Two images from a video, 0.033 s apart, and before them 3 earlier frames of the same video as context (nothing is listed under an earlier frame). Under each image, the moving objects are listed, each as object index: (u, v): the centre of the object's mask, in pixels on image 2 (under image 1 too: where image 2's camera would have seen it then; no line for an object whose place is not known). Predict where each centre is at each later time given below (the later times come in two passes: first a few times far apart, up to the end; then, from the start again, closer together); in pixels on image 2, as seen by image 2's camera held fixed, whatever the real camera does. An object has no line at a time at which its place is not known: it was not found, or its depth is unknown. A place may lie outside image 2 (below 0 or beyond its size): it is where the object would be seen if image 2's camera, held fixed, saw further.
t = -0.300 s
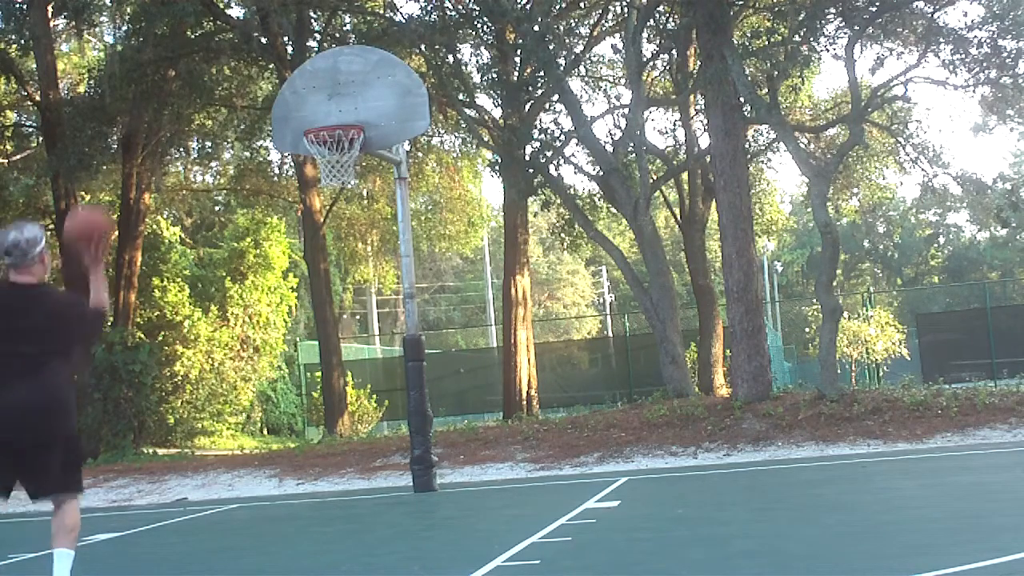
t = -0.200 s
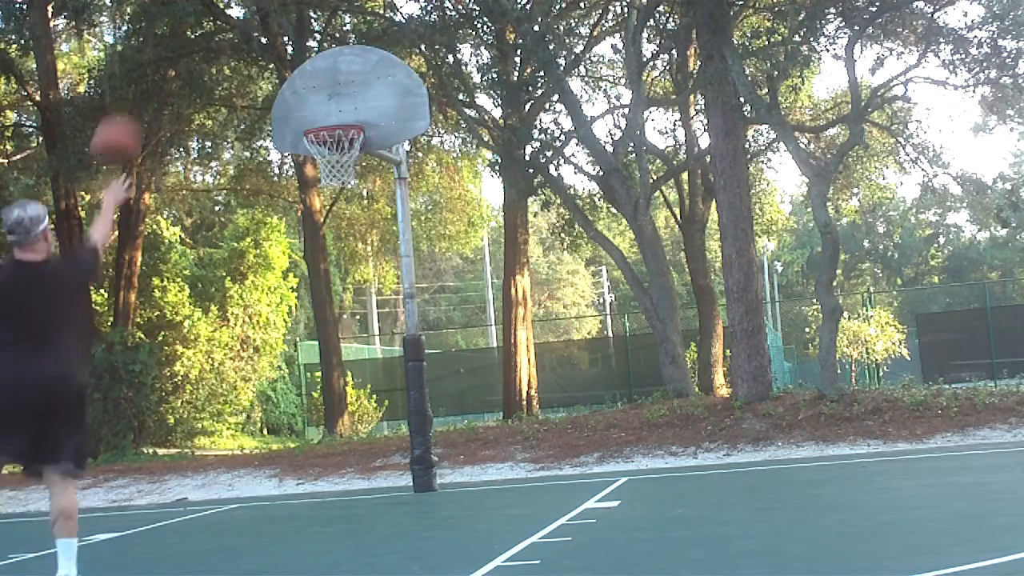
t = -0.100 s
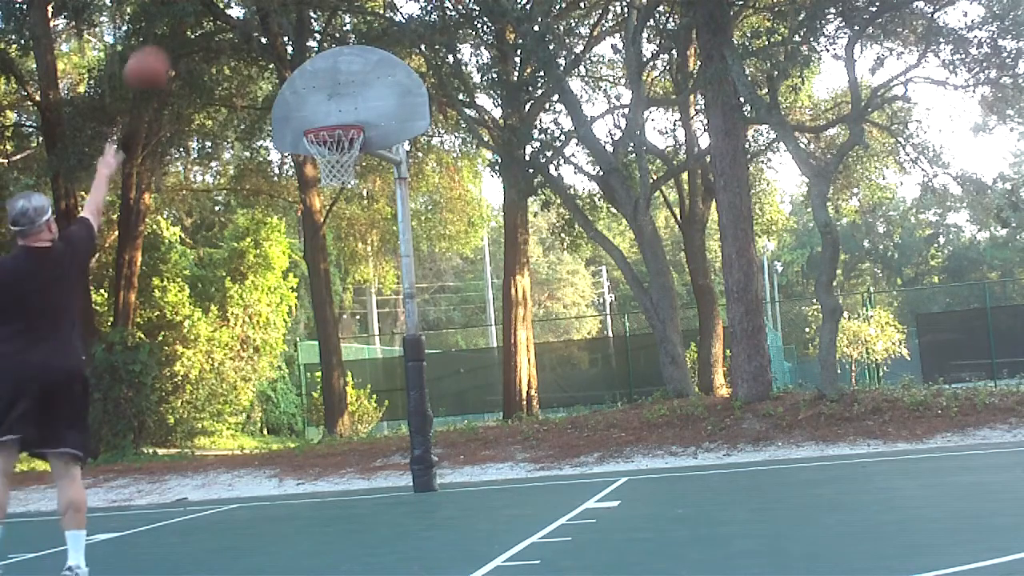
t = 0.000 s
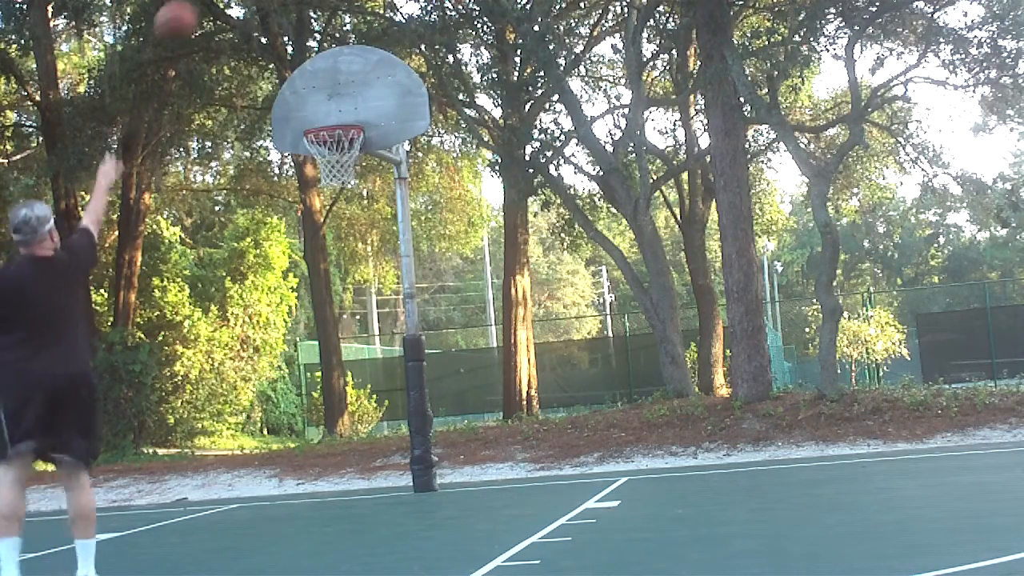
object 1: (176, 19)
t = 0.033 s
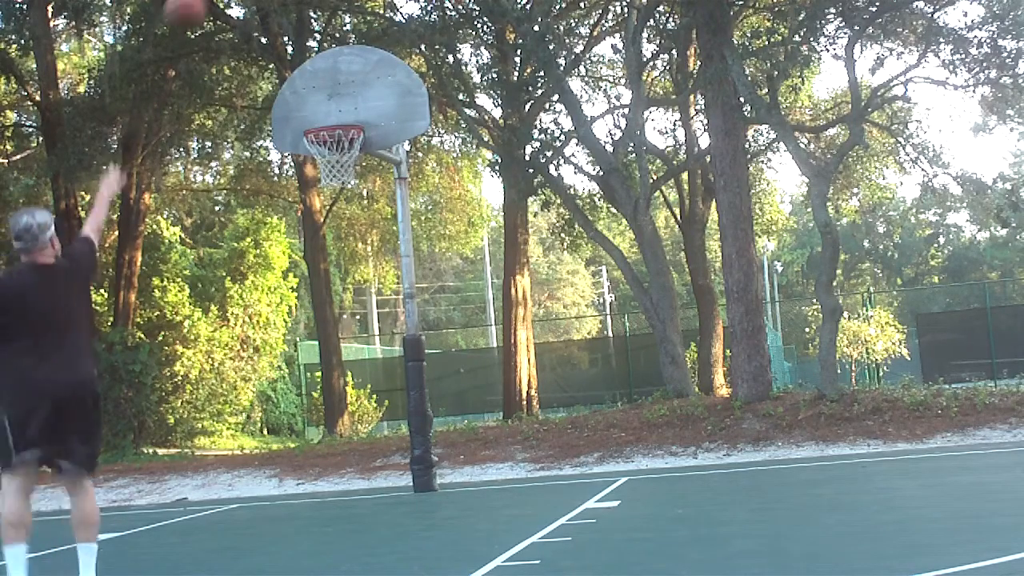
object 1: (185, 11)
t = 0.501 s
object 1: (296, 23)
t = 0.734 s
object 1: (345, 122)
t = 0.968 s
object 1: (312, 240)
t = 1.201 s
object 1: (282, 422)
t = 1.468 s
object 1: (238, 401)
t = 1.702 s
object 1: (192, 313)
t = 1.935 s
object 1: (147, 293)
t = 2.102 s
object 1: (115, 322)
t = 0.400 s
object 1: (276, 6)
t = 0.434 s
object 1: (281, 10)
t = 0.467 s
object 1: (288, 13)
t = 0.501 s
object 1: (296, 23)
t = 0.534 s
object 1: (303, 34)
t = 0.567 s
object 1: (309, 47)
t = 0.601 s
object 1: (316, 62)
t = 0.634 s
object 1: (324, 76)
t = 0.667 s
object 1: (330, 92)
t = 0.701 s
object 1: (337, 111)
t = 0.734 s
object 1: (345, 122)
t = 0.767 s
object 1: (339, 141)
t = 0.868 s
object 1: (328, 190)
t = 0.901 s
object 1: (320, 204)
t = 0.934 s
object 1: (315, 225)
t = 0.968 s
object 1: (312, 240)
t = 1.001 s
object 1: (309, 262)
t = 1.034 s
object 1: (306, 285)
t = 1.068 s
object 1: (301, 310)
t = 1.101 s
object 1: (296, 334)
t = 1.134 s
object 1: (291, 362)
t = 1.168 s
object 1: (288, 390)
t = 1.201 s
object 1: (282, 422)
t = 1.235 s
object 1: (280, 452)
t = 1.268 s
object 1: (277, 481)
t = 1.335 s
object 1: (264, 474)
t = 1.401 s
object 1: (250, 434)
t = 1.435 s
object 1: (244, 418)
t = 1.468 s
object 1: (238, 401)
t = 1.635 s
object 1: (204, 332)
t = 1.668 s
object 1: (198, 322)
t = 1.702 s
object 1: (192, 313)
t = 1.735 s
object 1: (186, 307)
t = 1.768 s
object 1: (179, 300)
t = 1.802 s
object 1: (172, 296)
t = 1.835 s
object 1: (165, 293)
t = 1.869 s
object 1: (158, 291)
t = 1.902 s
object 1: (153, 291)
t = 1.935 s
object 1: (147, 293)
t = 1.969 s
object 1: (140, 295)
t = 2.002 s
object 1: (135, 298)
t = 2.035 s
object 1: (129, 304)
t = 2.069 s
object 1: (122, 312)
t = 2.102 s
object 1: (115, 322)
